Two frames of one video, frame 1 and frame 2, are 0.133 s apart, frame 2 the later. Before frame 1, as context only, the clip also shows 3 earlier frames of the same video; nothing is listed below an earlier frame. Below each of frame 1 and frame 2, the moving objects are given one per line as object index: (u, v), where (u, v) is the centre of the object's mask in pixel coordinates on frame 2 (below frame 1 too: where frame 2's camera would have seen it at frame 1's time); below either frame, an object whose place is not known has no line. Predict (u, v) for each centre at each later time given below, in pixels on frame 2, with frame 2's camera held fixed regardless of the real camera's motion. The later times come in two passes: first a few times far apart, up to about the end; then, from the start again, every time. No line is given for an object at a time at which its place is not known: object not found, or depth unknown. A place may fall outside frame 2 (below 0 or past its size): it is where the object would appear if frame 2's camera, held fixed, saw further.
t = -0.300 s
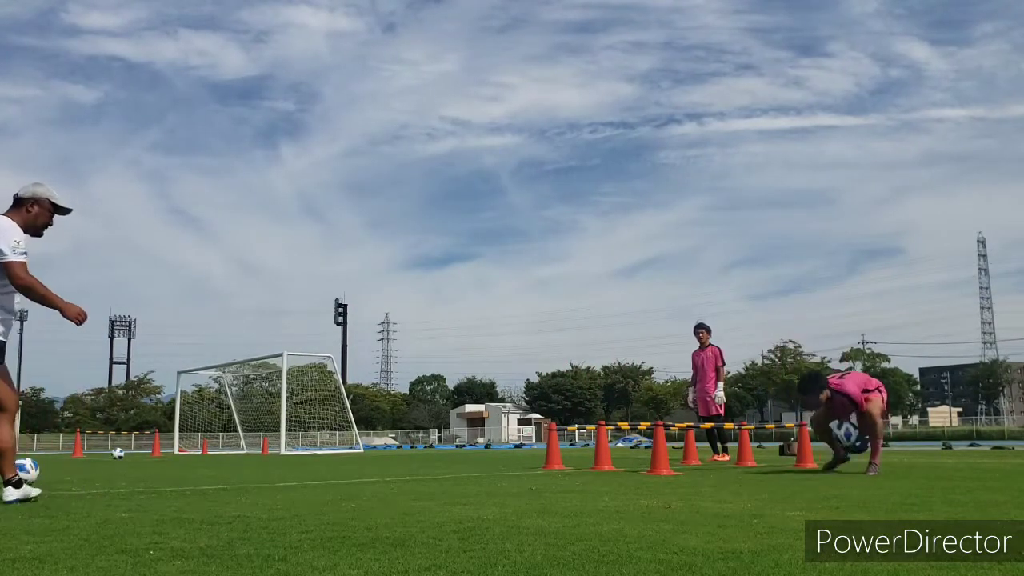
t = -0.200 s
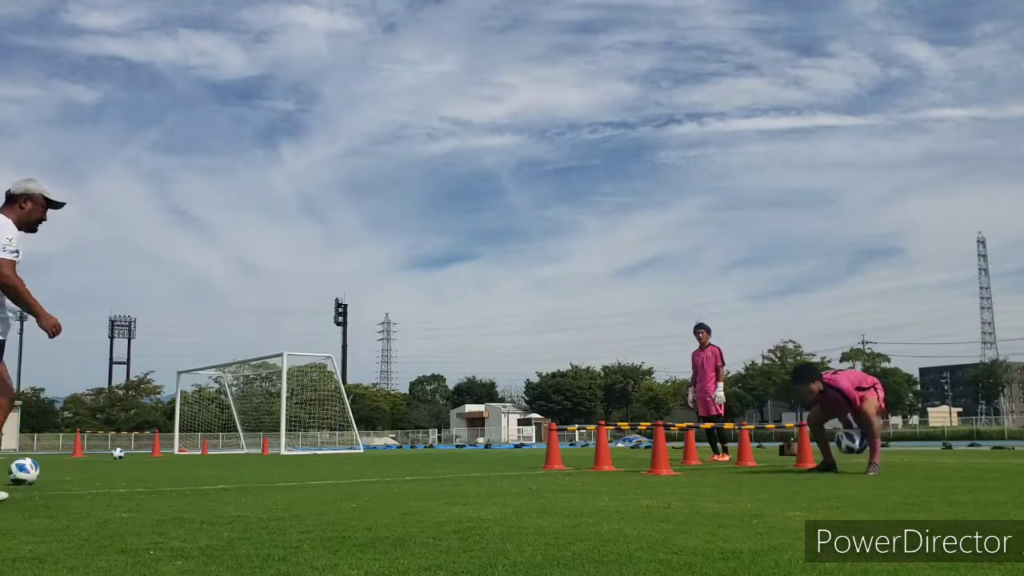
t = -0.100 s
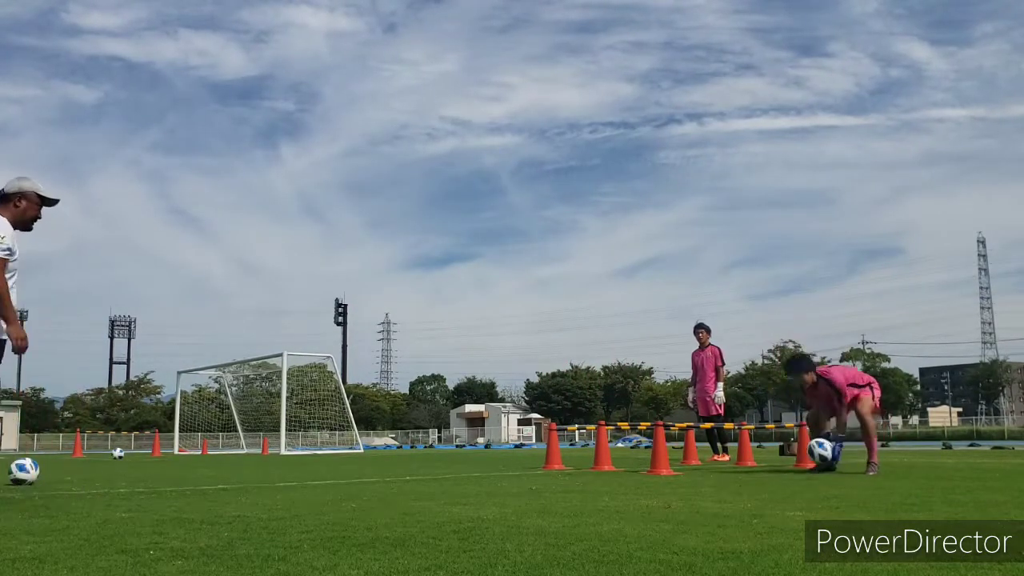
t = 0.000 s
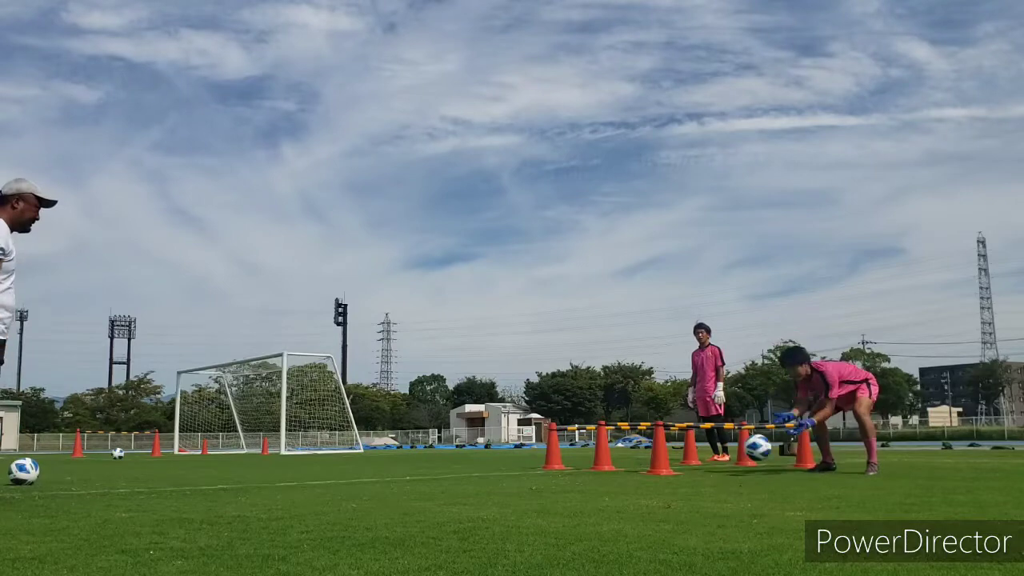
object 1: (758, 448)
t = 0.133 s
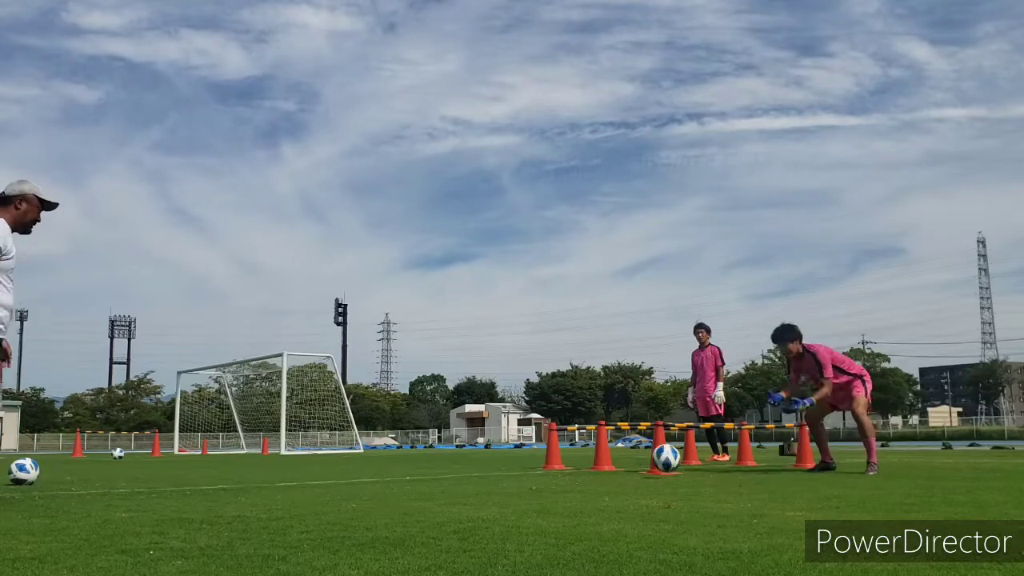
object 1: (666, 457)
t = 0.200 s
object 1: (621, 465)
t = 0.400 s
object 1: (504, 460)
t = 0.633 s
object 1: (375, 471)
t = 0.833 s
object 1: (263, 473)
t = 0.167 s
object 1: (642, 464)
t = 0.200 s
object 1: (621, 465)
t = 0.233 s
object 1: (603, 461)
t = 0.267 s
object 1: (583, 457)
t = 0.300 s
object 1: (564, 456)
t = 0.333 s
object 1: (544, 456)
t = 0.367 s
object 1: (524, 457)
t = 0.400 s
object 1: (504, 460)
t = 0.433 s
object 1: (484, 466)
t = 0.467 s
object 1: (465, 469)
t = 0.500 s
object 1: (447, 467)
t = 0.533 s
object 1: (430, 465)
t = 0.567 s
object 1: (412, 466)
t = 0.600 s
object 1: (394, 468)
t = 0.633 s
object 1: (375, 471)
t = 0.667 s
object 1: (357, 471)
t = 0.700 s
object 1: (339, 469)
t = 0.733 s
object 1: (320, 469)
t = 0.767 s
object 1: (301, 471)
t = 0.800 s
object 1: (282, 473)
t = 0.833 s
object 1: (263, 473)
